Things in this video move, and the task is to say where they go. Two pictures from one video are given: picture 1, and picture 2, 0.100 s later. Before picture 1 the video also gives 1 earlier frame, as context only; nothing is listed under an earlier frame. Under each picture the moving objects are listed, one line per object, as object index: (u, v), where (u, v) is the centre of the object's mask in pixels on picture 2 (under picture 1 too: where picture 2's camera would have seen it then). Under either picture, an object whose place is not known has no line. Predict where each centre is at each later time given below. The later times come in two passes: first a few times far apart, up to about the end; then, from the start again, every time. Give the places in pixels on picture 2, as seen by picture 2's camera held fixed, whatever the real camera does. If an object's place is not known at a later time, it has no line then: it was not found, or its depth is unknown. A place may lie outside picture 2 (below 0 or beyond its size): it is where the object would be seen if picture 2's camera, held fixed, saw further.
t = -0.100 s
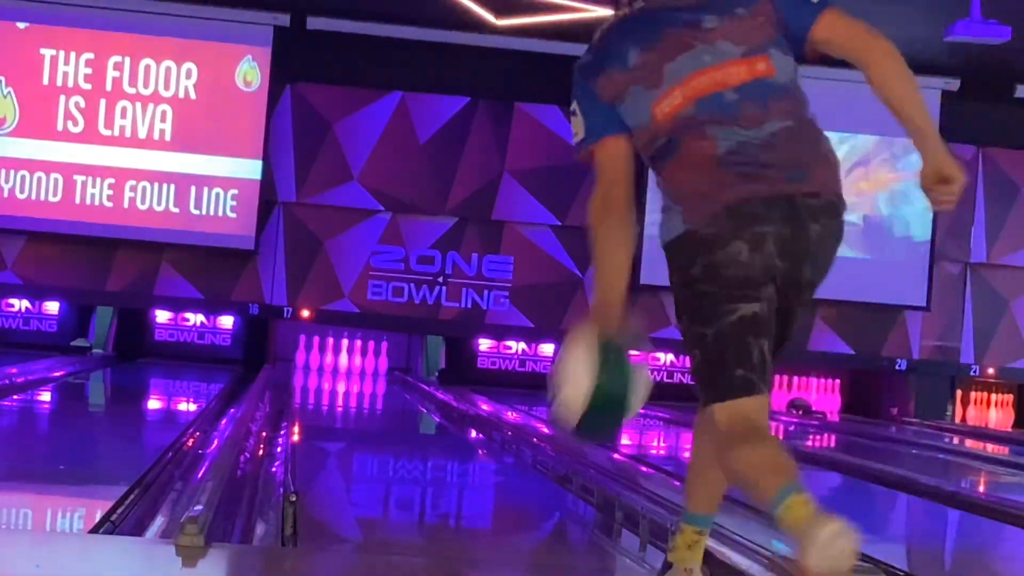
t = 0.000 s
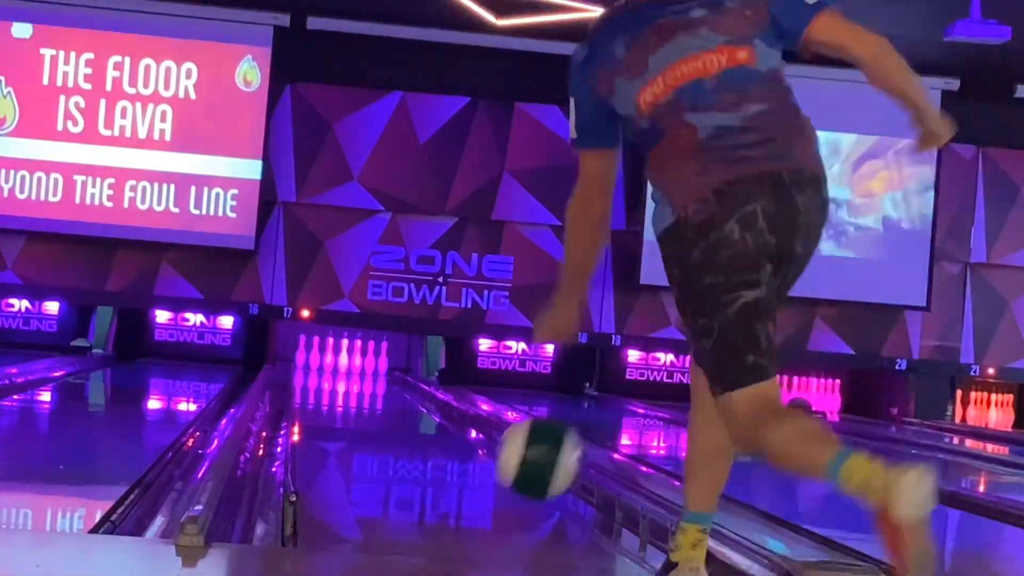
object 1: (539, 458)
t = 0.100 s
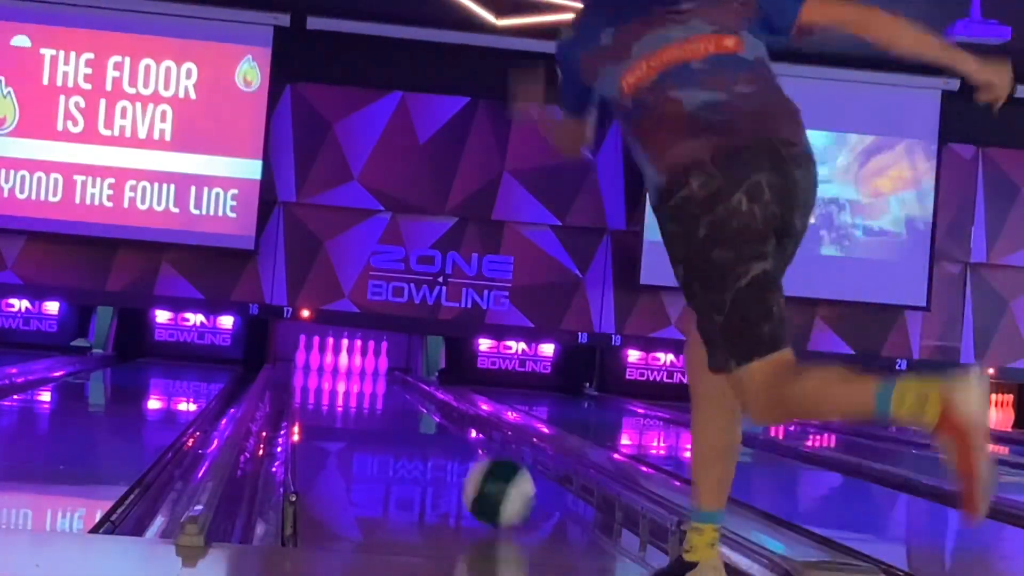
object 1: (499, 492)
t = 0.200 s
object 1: (474, 471)
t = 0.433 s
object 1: (435, 436)
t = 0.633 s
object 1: (415, 418)
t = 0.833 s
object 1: (402, 406)
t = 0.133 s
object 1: (490, 481)
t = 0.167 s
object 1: (481, 473)
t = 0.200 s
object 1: (474, 471)
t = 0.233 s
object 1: (467, 466)
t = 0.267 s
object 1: (460, 461)
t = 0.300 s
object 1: (455, 456)
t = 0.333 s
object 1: (450, 451)
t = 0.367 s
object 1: (445, 446)
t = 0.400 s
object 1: (441, 441)
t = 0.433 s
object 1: (435, 436)
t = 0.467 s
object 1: (431, 433)
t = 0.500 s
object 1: (427, 430)
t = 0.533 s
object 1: (424, 426)
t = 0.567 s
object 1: (421, 423)
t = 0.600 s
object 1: (418, 420)
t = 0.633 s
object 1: (415, 418)
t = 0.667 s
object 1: (414, 416)
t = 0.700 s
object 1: (413, 414)
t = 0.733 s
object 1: (411, 413)
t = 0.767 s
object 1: (410, 412)
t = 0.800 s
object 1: (403, 406)
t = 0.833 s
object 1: (402, 406)
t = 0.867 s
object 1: (398, 402)
